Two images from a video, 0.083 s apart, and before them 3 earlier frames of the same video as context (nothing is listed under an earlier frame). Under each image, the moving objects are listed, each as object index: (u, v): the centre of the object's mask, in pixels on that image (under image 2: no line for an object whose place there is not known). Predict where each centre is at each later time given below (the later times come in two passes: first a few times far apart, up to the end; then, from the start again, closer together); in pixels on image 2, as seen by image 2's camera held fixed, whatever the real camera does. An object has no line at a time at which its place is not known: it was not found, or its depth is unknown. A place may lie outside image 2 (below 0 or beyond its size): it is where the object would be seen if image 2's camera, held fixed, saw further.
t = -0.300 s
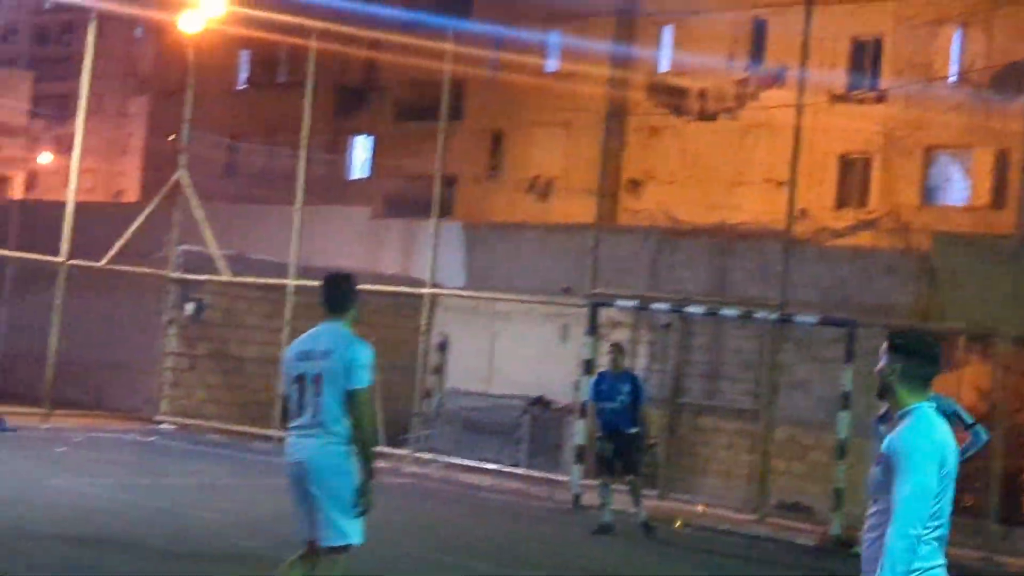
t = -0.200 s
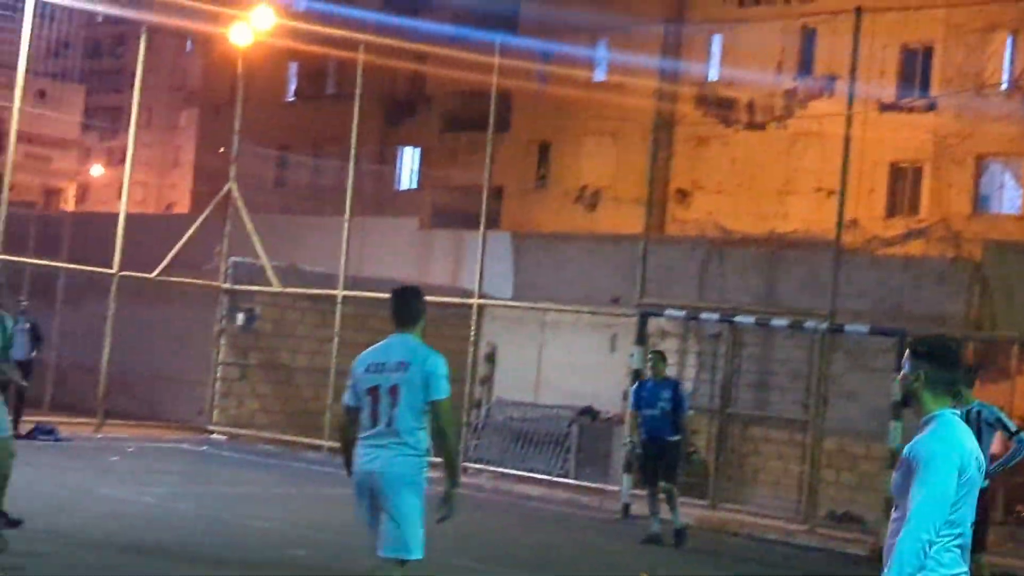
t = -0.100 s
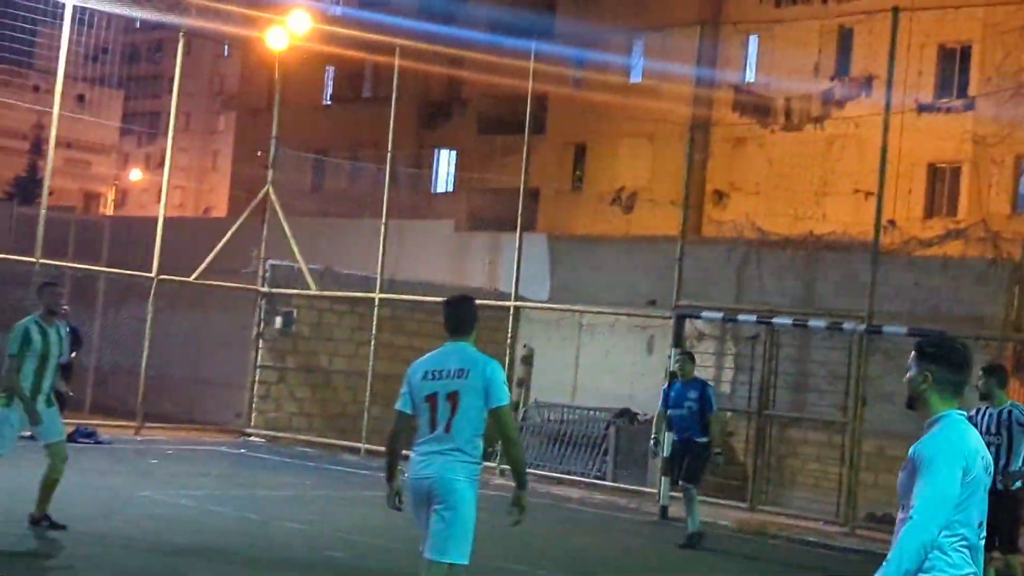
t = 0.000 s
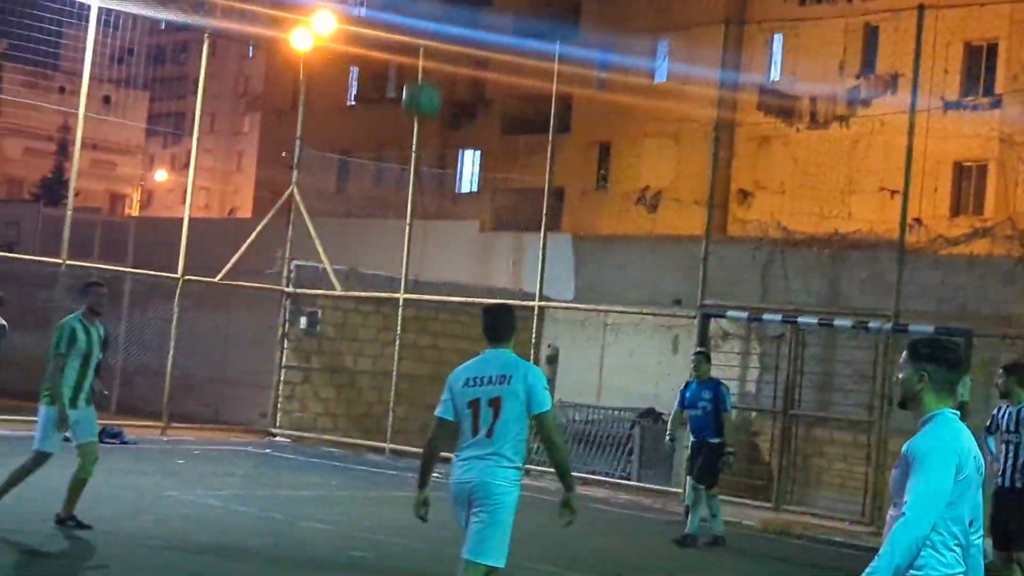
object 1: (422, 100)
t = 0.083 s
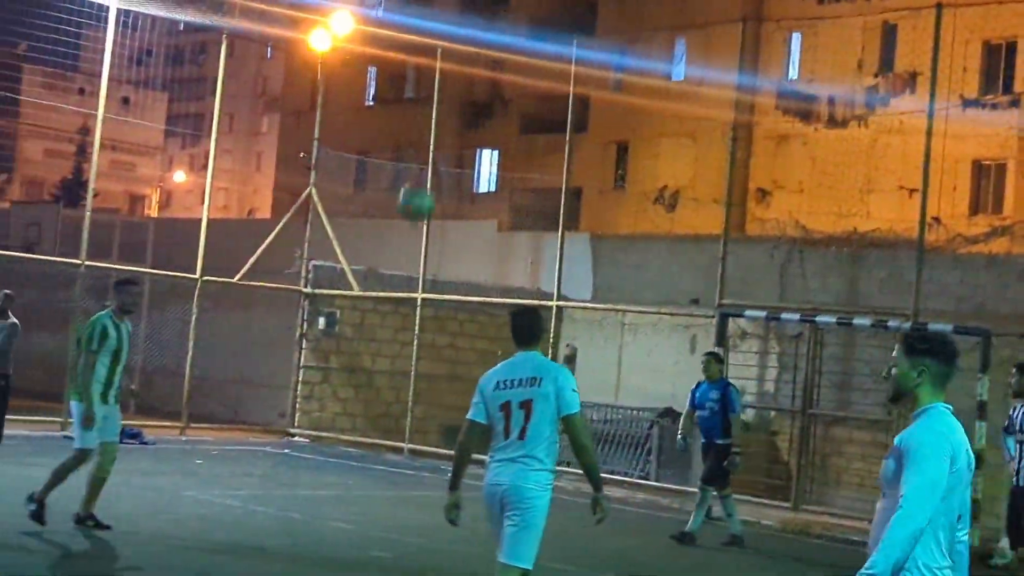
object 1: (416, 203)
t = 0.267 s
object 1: (362, 450)
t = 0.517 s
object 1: (344, 416)
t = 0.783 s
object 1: (347, 259)
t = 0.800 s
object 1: (347, 252)
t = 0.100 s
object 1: (411, 227)
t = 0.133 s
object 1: (402, 269)
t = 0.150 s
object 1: (398, 291)
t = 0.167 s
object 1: (395, 311)
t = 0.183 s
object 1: (388, 332)
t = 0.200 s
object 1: (383, 356)
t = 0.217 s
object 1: (376, 378)
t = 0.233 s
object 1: (373, 399)
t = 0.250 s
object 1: (367, 423)
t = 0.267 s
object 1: (362, 450)
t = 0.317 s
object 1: (346, 521)
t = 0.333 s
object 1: (344, 537)
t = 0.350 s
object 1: (337, 567)
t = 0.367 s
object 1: (337, 561)
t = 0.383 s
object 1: (337, 545)
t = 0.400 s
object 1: (339, 526)
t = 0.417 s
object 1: (341, 509)
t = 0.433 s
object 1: (341, 495)
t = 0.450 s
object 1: (343, 477)
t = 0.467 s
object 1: (342, 459)
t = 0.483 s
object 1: (343, 447)
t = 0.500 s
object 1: (344, 431)
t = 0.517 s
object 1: (344, 416)
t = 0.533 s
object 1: (345, 405)
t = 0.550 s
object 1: (344, 390)
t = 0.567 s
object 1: (344, 380)
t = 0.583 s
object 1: (345, 369)
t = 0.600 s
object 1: (345, 356)
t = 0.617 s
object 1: (346, 346)
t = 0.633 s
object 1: (346, 336)
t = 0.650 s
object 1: (346, 324)
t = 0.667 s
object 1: (347, 314)
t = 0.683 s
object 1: (347, 307)
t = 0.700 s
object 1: (347, 295)
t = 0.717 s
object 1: (347, 288)
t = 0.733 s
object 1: (346, 281)
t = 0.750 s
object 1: (348, 273)
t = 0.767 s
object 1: (346, 266)
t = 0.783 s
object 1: (347, 259)
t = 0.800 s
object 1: (347, 252)
